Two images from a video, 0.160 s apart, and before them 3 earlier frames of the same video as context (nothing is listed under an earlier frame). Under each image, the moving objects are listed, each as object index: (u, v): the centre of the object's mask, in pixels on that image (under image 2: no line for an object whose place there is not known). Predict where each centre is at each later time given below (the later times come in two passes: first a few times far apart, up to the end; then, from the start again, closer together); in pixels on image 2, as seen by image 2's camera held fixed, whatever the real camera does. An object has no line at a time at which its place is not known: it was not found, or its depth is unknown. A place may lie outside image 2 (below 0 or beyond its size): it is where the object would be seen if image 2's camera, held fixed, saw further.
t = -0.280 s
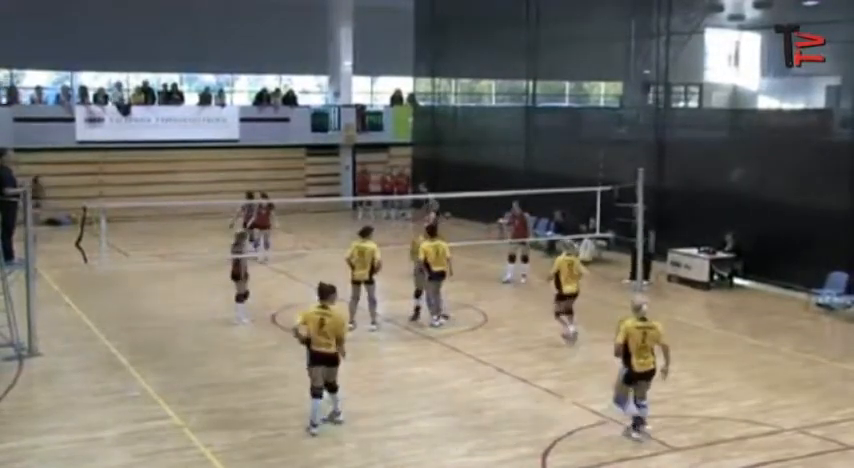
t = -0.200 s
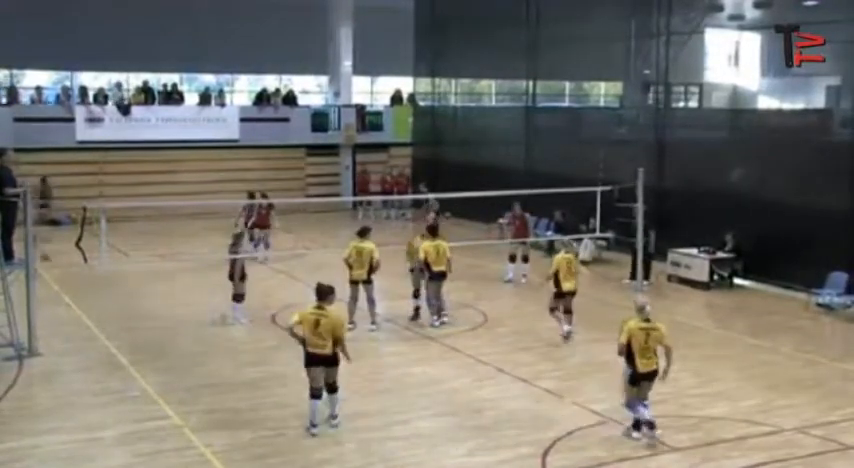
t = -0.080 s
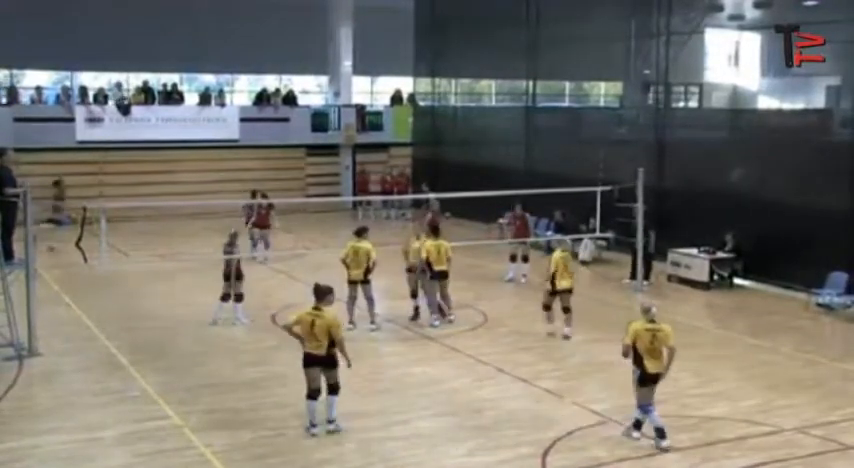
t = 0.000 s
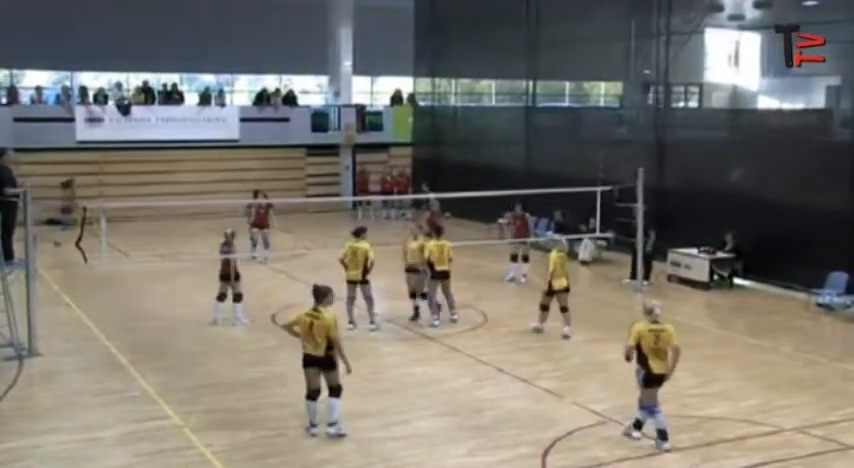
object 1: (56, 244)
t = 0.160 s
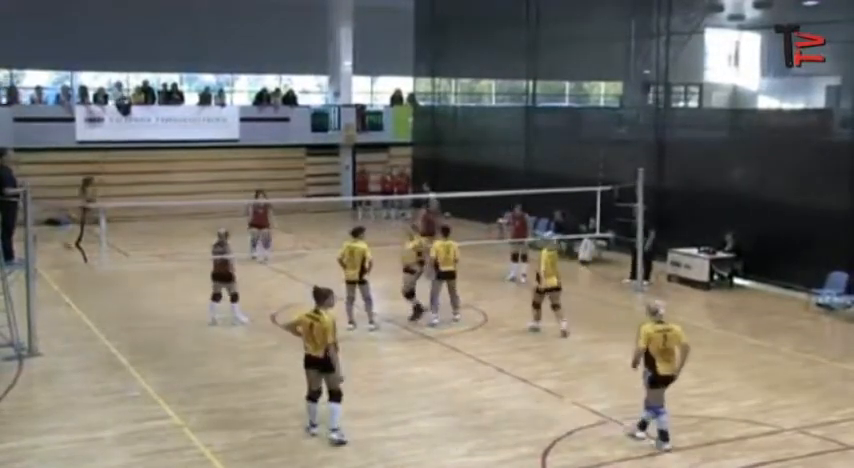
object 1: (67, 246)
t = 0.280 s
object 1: (76, 255)
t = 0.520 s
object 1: (93, 269)
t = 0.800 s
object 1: (112, 271)
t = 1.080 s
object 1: (134, 288)
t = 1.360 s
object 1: (156, 299)
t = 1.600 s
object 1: (177, 307)
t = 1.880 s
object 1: (203, 324)
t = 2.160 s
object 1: (232, 340)
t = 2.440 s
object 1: (262, 354)
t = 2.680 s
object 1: (290, 364)
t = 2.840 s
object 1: (309, 369)
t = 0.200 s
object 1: (70, 249)
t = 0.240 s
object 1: (72, 250)
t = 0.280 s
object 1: (76, 255)
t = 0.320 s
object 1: (78, 258)
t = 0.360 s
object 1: (81, 263)
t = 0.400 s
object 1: (85, 269)
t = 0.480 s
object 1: (90, 272)
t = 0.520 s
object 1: (93, 269)
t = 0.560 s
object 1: (96, 268)
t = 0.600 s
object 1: (98, 266)
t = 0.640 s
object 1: (100, 267)
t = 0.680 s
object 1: (104, 267)
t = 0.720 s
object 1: (106, 267)
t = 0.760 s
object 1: (109, 270)
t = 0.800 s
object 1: (112, 271)
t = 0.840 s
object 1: (115, 275)
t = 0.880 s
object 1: (117, 280)
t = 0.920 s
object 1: (122, 285)
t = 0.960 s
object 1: (124, 293)
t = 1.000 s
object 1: (127, 293)
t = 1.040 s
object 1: (130, 290)
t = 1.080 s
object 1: (134, 288)
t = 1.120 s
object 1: (137, 287)
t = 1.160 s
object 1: (139, 286)
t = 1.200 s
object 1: (142, 287)
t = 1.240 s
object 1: (146, 289)
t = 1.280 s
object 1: (149, 291)
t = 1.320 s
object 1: (152, 294)
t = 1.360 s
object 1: (156, 299)
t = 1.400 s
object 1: (159, 304)
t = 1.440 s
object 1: (164, 309)
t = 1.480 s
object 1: (168, 308)
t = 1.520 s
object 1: (170, 308)
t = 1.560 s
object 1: (174, 306)
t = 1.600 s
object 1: (177, 307)
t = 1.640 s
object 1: (181, 308)
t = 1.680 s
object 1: (184, 311)
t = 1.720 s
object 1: (188, 314)
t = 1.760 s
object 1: (192, 318)
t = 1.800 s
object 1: (196, 323)
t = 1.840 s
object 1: (199, 325)
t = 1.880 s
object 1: (203, 324)
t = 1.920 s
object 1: (206, 323)
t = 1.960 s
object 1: (210, 323)
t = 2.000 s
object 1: (215, 326)
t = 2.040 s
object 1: (218, 328)
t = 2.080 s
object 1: (223, 332)
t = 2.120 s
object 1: (227, 338)
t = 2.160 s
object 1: (232, 340)
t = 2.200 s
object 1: (236, 339)
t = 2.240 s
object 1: (241, 339)
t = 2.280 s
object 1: (244, 339)
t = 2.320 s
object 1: (249, 340)
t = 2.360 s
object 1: (254, 344)
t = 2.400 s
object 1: (258, 350)
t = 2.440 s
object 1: (262, 354)
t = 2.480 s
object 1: (267, 353)
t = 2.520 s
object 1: (271, 353)
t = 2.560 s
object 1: (276, 354)
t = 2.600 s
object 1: (282, 357)
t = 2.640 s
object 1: (285, 359)
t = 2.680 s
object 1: (290, 364)
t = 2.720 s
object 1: (295, 367)
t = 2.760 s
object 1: (300, 367)
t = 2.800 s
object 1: (305, 368)
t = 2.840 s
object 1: (309, 369)
